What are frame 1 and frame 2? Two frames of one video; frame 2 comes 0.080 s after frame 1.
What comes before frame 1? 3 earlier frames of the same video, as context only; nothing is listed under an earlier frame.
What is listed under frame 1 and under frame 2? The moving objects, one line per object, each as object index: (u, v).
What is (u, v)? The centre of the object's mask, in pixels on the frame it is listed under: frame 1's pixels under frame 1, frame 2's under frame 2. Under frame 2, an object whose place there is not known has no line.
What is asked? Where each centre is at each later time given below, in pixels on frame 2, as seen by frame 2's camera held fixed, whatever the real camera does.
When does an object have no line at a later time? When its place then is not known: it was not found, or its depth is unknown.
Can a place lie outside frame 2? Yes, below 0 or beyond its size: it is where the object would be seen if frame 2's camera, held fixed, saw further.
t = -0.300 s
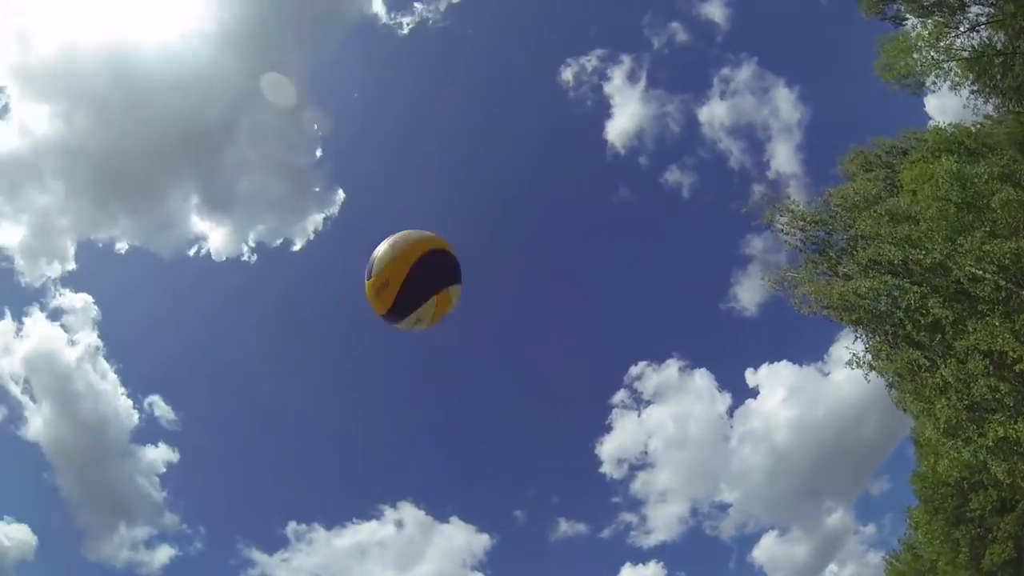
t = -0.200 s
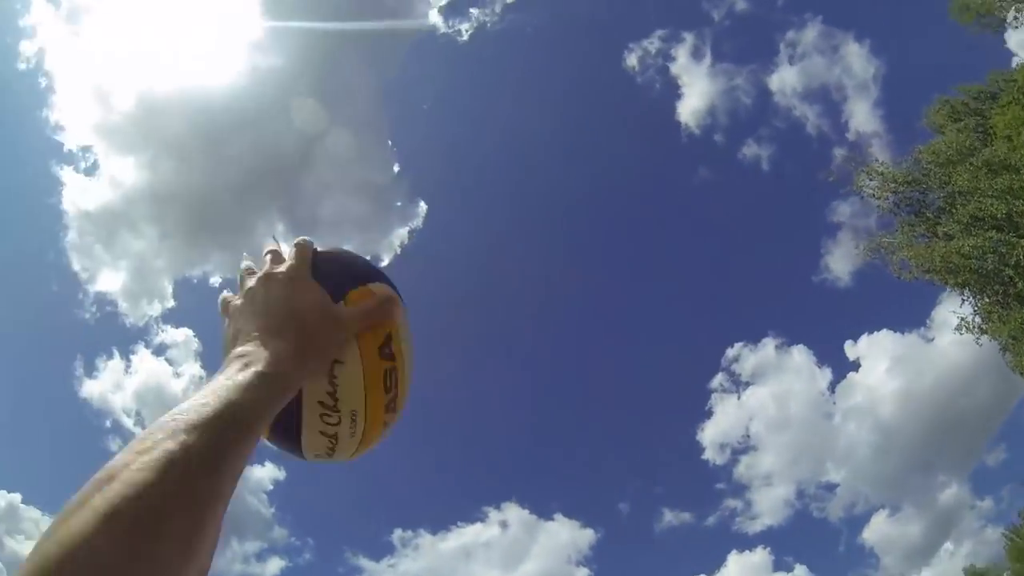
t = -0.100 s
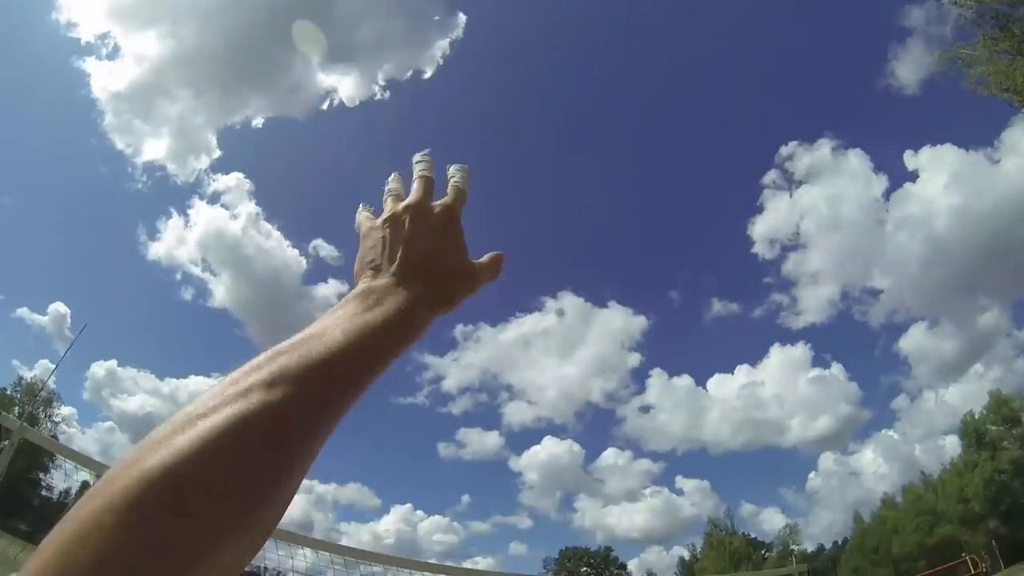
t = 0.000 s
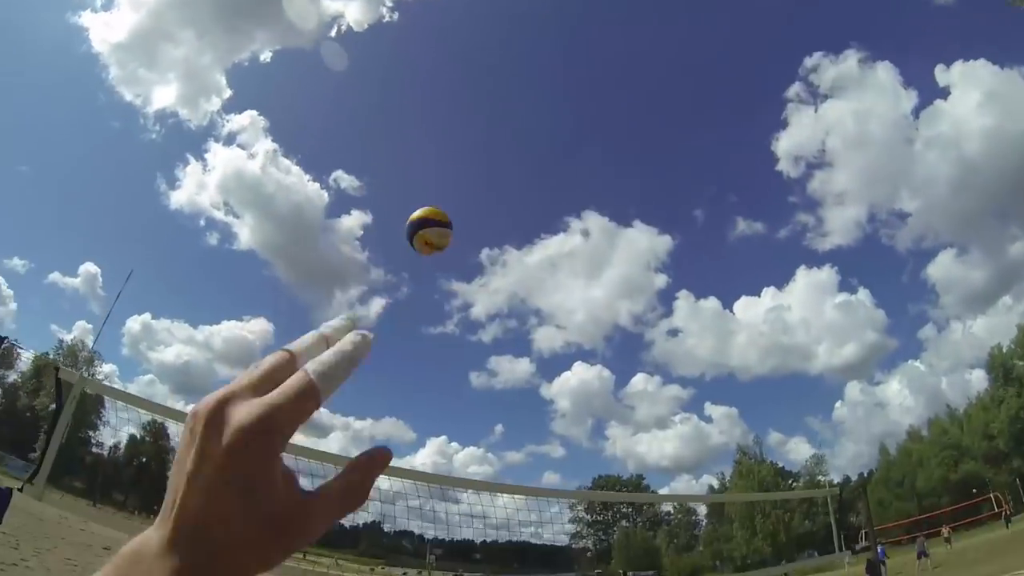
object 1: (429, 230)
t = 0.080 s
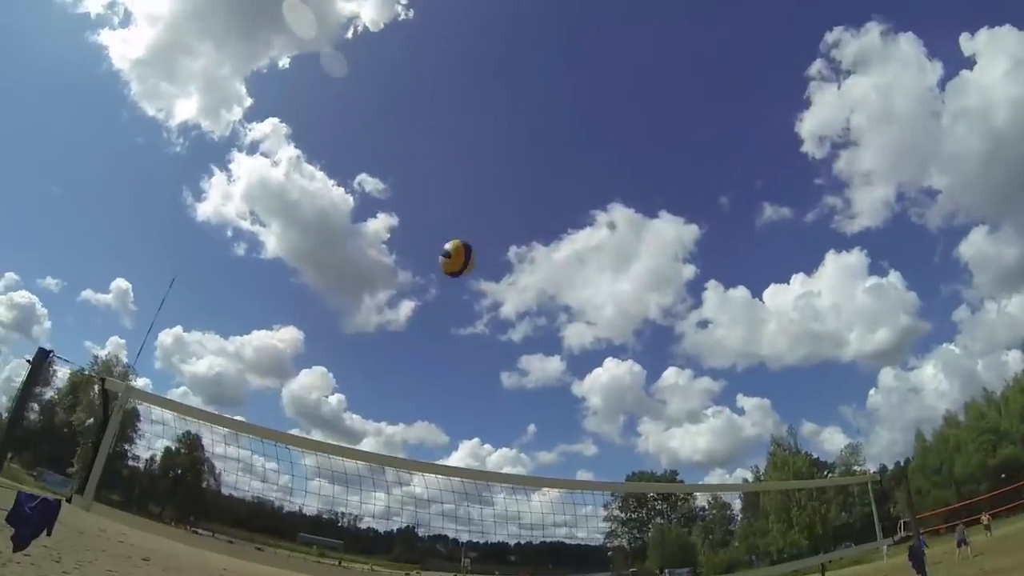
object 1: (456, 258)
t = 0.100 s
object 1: (456, 269)
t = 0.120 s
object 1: (455, 277)
